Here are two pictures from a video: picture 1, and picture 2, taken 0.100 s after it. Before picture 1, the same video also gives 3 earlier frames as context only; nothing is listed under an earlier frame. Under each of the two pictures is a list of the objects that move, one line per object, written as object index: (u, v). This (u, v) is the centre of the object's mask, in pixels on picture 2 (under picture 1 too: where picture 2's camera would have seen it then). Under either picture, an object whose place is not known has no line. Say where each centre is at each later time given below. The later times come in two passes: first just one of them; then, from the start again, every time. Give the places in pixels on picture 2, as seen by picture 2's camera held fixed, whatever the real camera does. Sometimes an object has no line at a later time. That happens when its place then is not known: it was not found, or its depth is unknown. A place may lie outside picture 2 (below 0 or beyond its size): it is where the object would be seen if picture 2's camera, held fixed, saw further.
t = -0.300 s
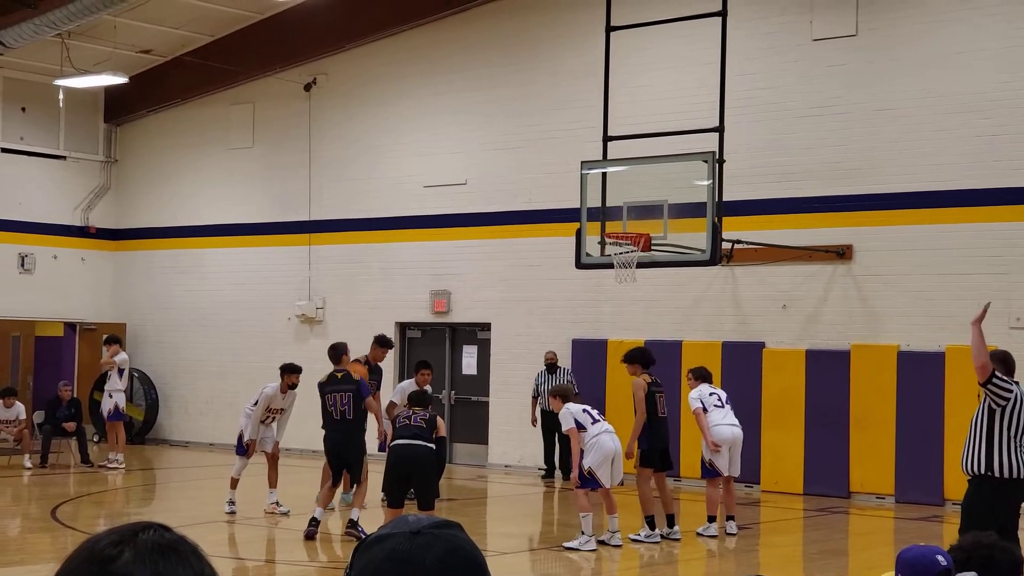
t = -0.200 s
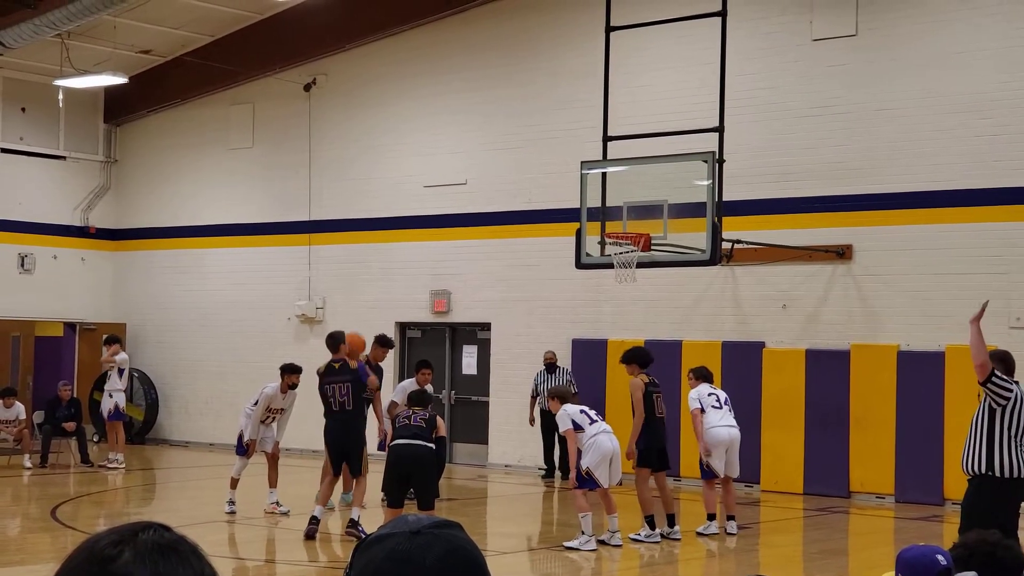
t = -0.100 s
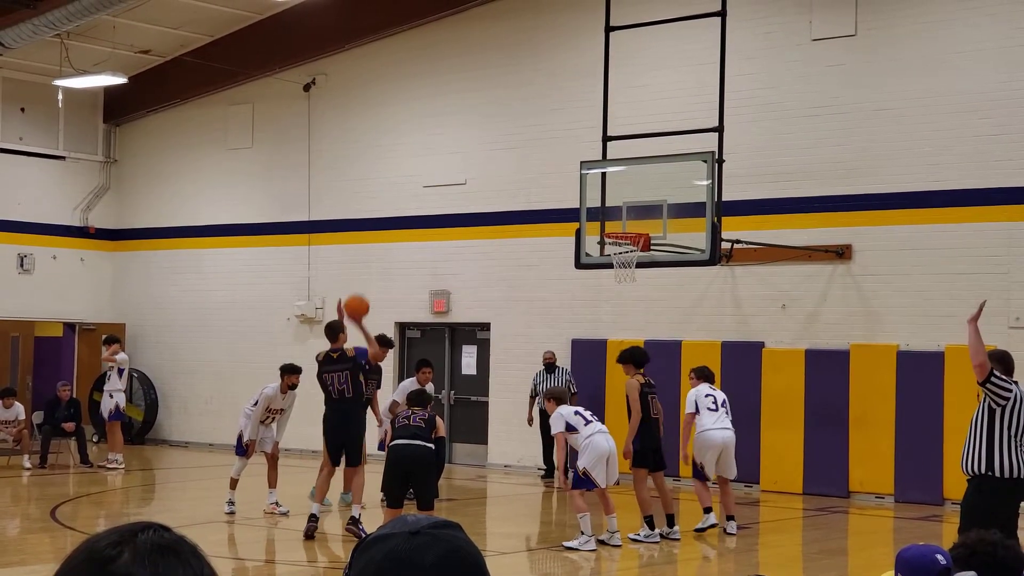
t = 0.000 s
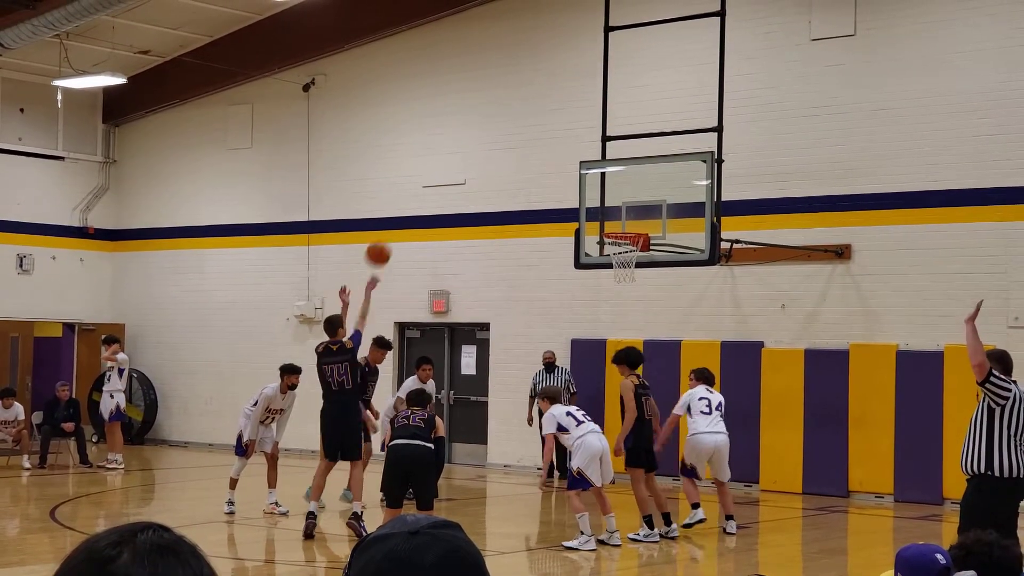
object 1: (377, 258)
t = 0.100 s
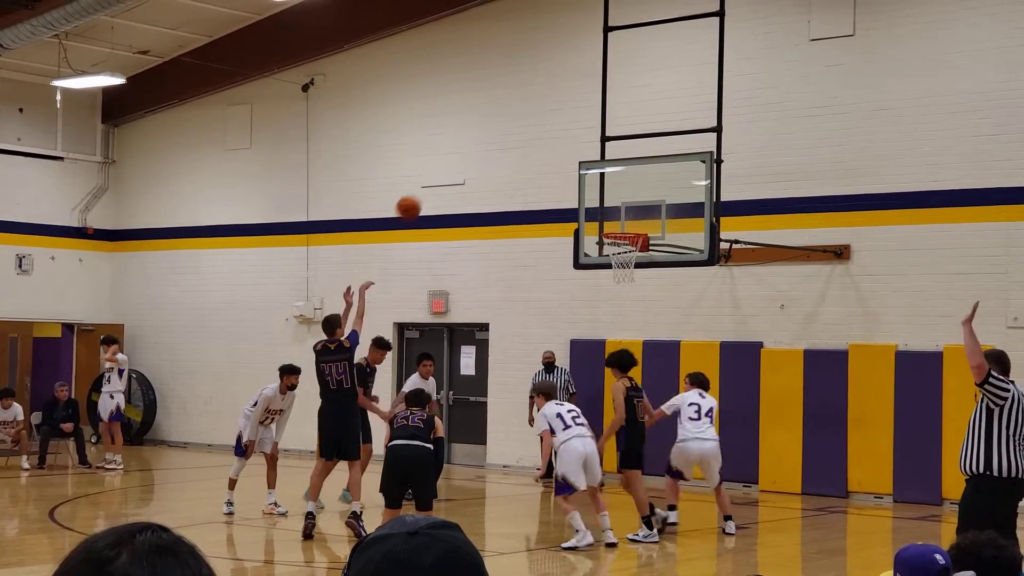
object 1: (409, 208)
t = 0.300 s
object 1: (466, 140)
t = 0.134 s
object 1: (418, 194)
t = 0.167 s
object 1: (429, 179)
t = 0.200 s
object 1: (439, 170)
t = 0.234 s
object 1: (448, 159)
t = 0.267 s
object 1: (458, 148)
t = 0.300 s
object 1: (466, 140)
